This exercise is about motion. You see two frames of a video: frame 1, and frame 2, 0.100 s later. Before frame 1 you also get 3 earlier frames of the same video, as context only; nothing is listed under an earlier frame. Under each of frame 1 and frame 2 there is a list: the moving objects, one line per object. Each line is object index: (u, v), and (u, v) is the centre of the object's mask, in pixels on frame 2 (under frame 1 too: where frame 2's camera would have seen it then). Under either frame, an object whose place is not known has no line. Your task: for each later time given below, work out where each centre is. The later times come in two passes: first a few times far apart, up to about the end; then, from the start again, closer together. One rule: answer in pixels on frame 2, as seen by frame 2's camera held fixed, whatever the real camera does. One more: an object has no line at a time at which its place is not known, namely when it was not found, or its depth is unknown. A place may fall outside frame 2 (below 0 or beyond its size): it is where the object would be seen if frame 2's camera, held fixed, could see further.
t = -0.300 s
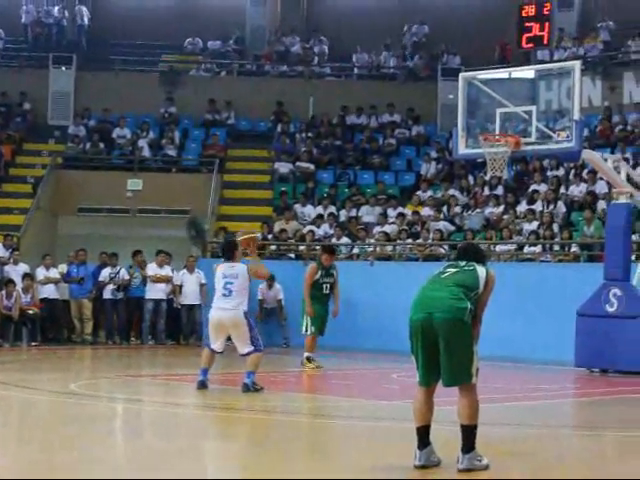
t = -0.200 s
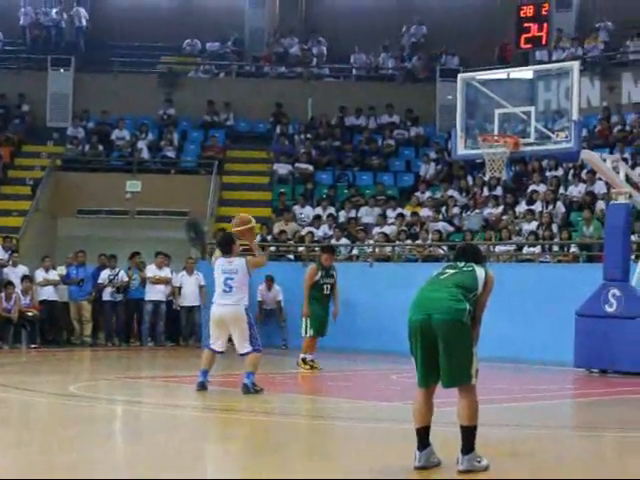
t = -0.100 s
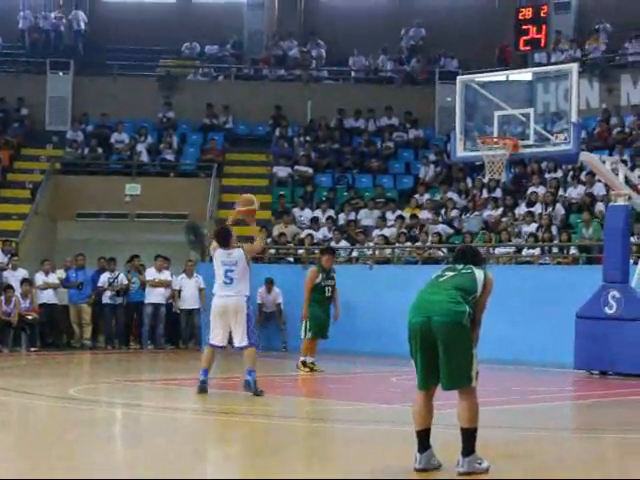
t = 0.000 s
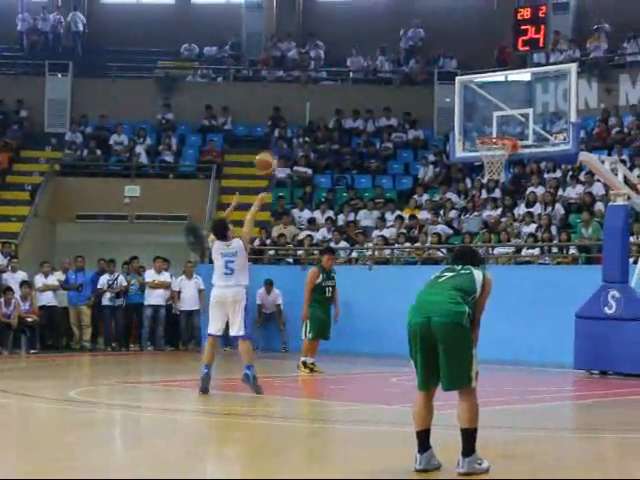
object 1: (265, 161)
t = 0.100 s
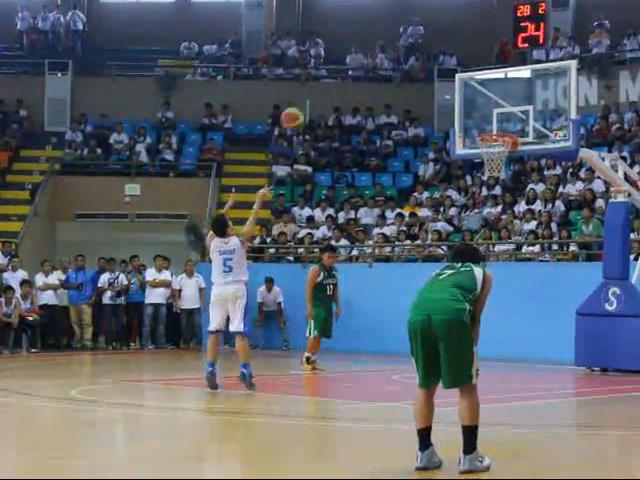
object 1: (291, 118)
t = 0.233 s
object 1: (325, 77)
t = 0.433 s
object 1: (371, 47)
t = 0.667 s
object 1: (421, 57)
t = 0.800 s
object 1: (446, 77)
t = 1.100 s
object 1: (499, 129)
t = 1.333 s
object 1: (513, 109)
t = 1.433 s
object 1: (518, 111)
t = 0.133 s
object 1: (300, 107)
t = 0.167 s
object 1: (309, 95)
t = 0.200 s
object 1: (317, 86)
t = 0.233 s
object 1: (325, 77)
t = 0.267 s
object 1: (333, 71)
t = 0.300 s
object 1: (340, 64)
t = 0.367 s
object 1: (356, 55)
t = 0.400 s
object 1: (365, 49)
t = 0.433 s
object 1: (371, 47)
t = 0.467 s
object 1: (378, 46)
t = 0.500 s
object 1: (386, 45)
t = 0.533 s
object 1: (393, 46)
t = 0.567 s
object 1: (400, 47)
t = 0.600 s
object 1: (407, 48)
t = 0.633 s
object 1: (414, 53)
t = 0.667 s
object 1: (421, 57)
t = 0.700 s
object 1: (427, 59)
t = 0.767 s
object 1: (441, 71)
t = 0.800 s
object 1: (446, 77)
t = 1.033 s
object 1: (488, 128)
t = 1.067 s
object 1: (493, 131)
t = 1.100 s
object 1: (499, 129)
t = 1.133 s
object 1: (501, 125)
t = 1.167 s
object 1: (502, 121)
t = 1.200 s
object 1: (504, 118)
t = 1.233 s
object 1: (505, 116)
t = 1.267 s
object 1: (508, 110)
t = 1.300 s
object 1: (509, 111)
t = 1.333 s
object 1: (513, 109)
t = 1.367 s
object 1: (514, 109)
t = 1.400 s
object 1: (517, 110)
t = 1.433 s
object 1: (518, 111)
